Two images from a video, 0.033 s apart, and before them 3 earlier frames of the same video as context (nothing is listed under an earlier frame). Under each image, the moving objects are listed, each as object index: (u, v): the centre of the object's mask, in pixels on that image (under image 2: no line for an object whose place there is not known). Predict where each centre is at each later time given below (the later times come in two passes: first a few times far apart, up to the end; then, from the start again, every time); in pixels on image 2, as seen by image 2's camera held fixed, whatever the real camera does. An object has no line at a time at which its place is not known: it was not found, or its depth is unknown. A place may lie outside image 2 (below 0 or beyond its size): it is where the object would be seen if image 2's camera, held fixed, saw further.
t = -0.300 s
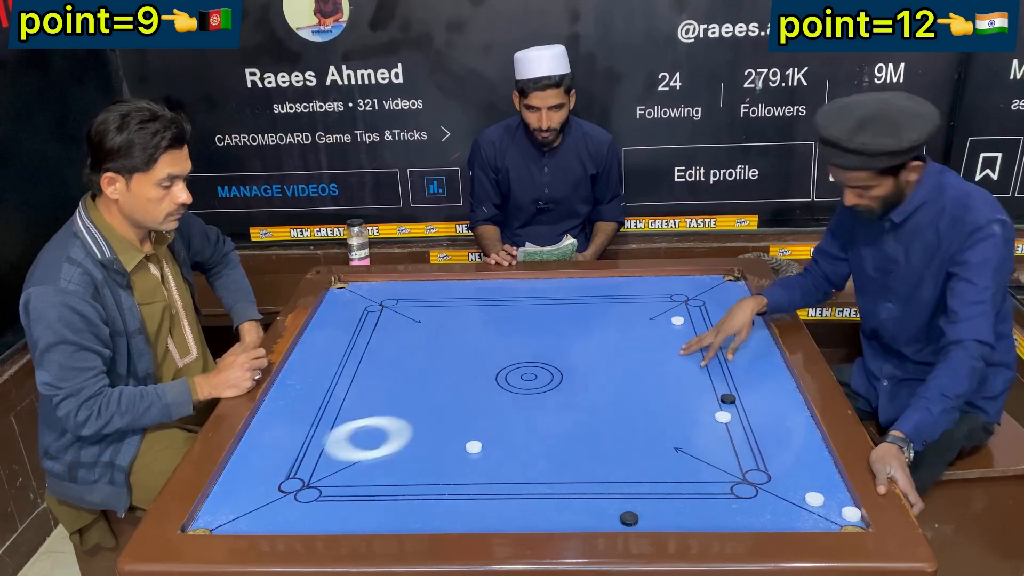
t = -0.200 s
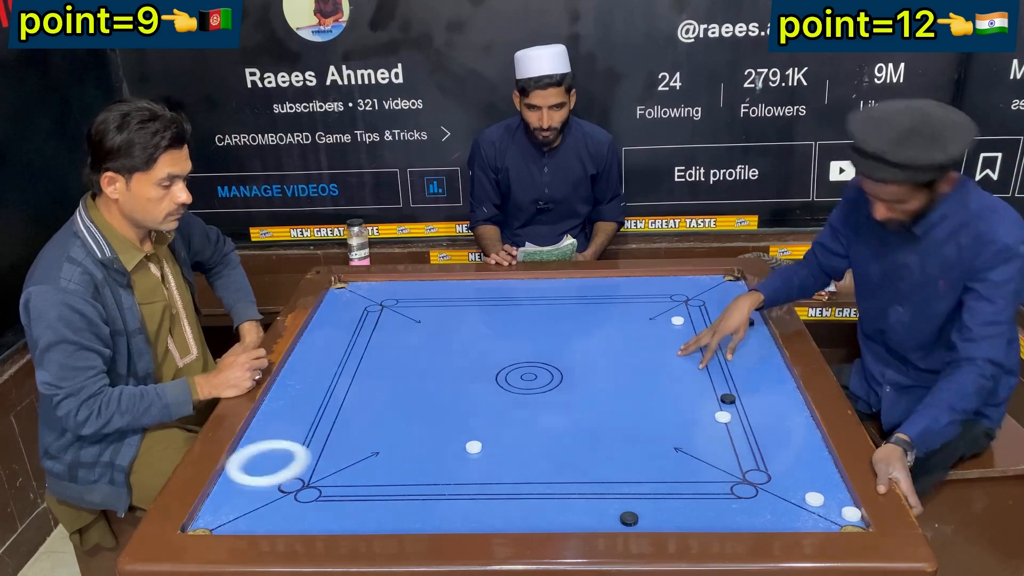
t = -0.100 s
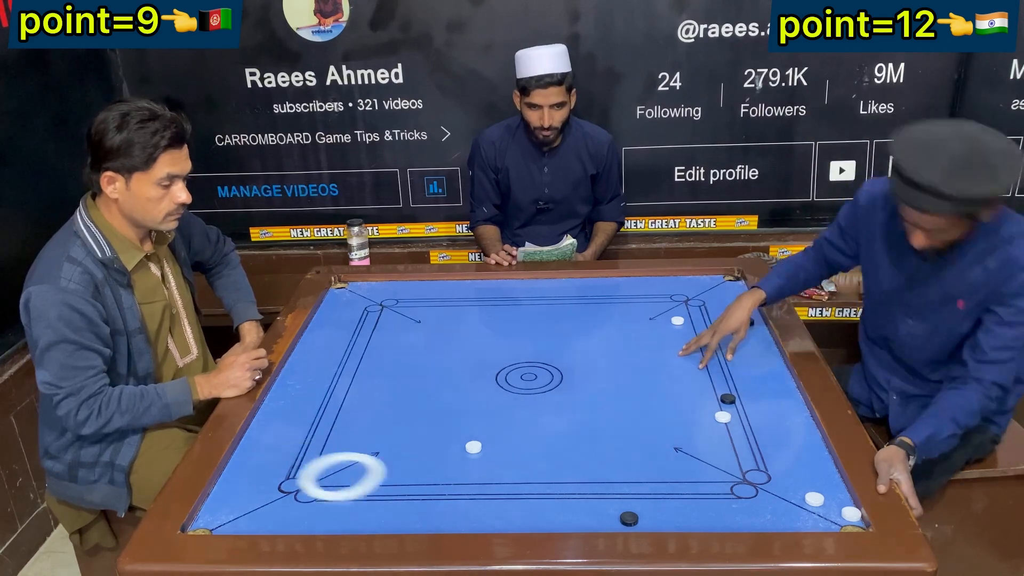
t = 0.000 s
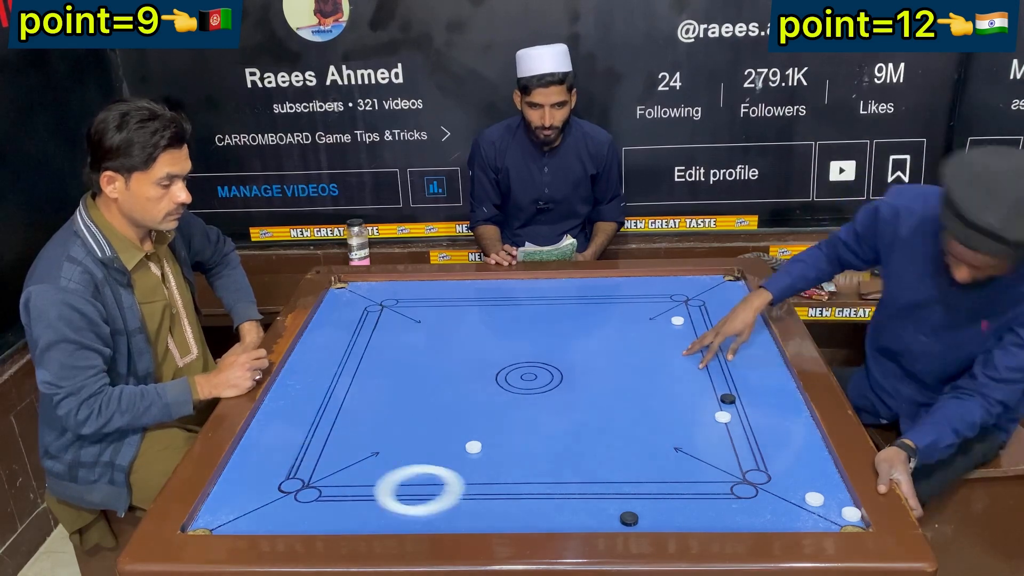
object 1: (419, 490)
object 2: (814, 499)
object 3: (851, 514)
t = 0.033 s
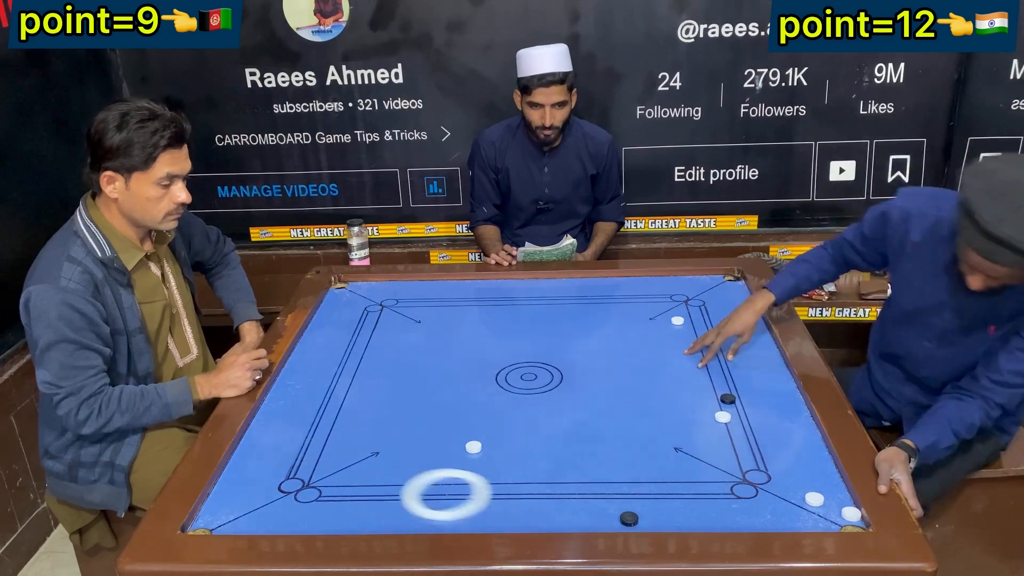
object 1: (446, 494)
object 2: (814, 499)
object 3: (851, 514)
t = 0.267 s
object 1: (628, 506)
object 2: (814, 499)
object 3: (851, 514)
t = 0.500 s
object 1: (775, 484)
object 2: (826, 501)
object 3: (851, 514)
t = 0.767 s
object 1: (702, 455)
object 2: (808, 488)
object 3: (803, 518)
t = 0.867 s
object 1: (660, 446)
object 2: (793, 483)
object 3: (784, 517)
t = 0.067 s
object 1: (473, 499)
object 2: (814, 499)
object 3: (851, 514)
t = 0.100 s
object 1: (500, 504)
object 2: (814, 499)
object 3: (851, 514)
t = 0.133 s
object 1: (528, 508)
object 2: (814, 499)
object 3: (851, 514)
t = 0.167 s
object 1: (556, 511)
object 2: (814, 499)
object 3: (851, 514)
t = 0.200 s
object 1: (583, 510)
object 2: (814, 499)
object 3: (851, 514)
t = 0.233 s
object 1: (606, 509)
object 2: (814, 499)
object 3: (851, 514)
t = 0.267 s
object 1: (628, 506)
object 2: (814, 499)
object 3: (851, 514)
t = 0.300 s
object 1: (651, 503)
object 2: (814, 499)
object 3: (851, 514)
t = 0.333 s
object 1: (673, 500)
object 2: (814, 499)
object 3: (851, 514)
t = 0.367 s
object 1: (694, 497)
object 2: (814, 499)
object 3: (851, 514)
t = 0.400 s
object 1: (715, 494)
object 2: (814, 499)
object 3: (851, 514)
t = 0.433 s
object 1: (736, 491)
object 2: (814, 499)
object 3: (851, 514)
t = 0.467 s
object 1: (757, 487)
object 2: (814, 499)
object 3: (851, 514)
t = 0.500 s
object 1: (775, 484)
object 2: (826, 501)
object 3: (851, 514)
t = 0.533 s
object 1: (792, 480)
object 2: (839, 502)
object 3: (851, 515)
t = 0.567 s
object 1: (795, 477)
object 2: (844, 500)
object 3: (848, 521)
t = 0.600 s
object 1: (779, 473)
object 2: (838, 497)
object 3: (841, 520)
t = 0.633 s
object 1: (763, 469)
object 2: (831, 496)
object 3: (833, 520)
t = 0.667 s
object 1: (747, 466)
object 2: (826, 493)
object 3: (825, 520)
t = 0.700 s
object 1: (732, 462)
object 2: (820, 491)
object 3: (818, 519)
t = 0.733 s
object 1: (717, 459)
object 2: (814, 490)
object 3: (810, 519)
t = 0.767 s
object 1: (702, 455)
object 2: (808, 488)
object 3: (803, 518)
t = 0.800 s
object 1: (688, 452)
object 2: (803, 486)
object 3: (797, 518)
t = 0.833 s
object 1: (674, 449)
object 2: (798, 484)
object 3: (790, 517)
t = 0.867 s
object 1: (660, 446)
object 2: (793, 483)
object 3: (784, 517)
